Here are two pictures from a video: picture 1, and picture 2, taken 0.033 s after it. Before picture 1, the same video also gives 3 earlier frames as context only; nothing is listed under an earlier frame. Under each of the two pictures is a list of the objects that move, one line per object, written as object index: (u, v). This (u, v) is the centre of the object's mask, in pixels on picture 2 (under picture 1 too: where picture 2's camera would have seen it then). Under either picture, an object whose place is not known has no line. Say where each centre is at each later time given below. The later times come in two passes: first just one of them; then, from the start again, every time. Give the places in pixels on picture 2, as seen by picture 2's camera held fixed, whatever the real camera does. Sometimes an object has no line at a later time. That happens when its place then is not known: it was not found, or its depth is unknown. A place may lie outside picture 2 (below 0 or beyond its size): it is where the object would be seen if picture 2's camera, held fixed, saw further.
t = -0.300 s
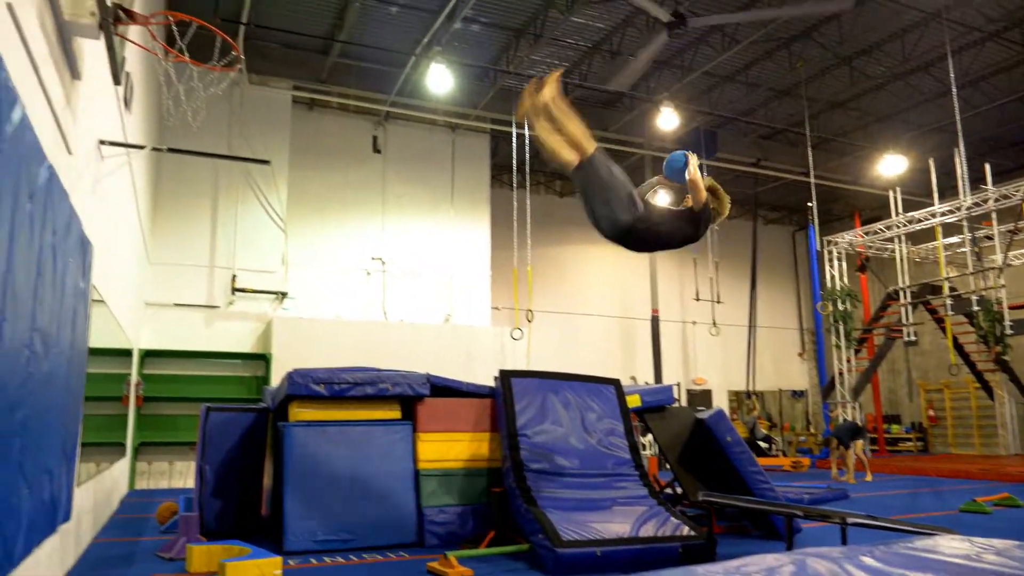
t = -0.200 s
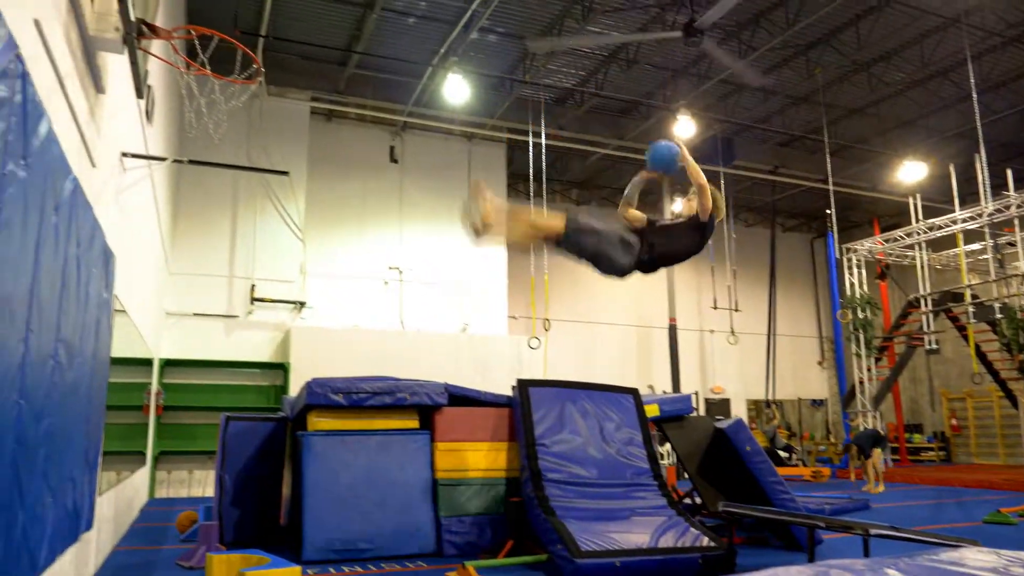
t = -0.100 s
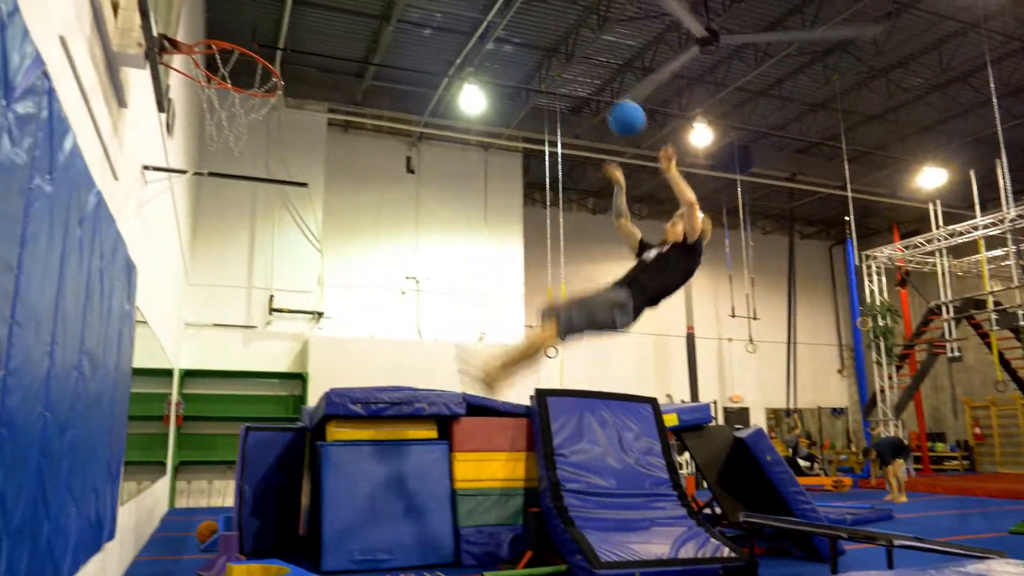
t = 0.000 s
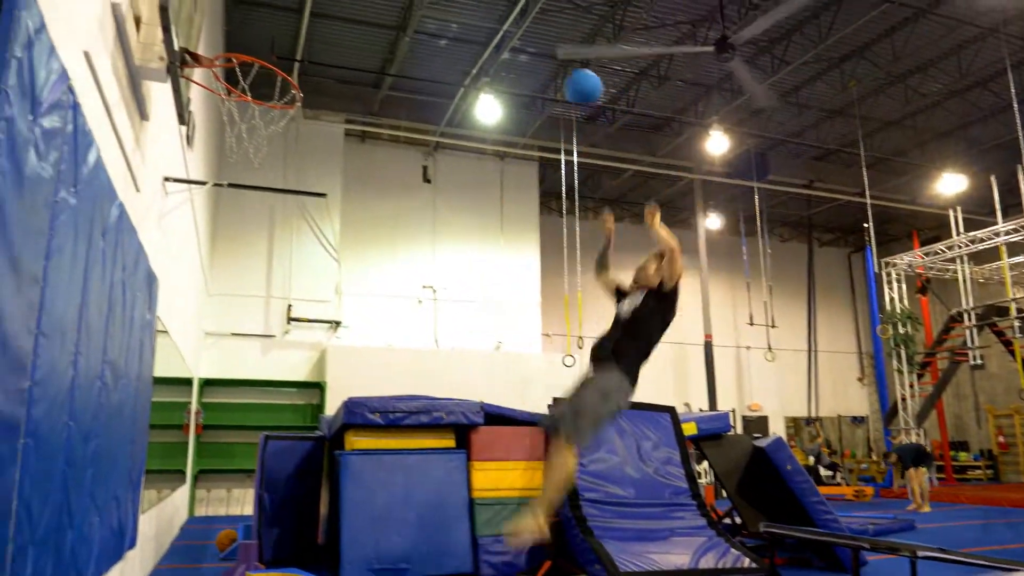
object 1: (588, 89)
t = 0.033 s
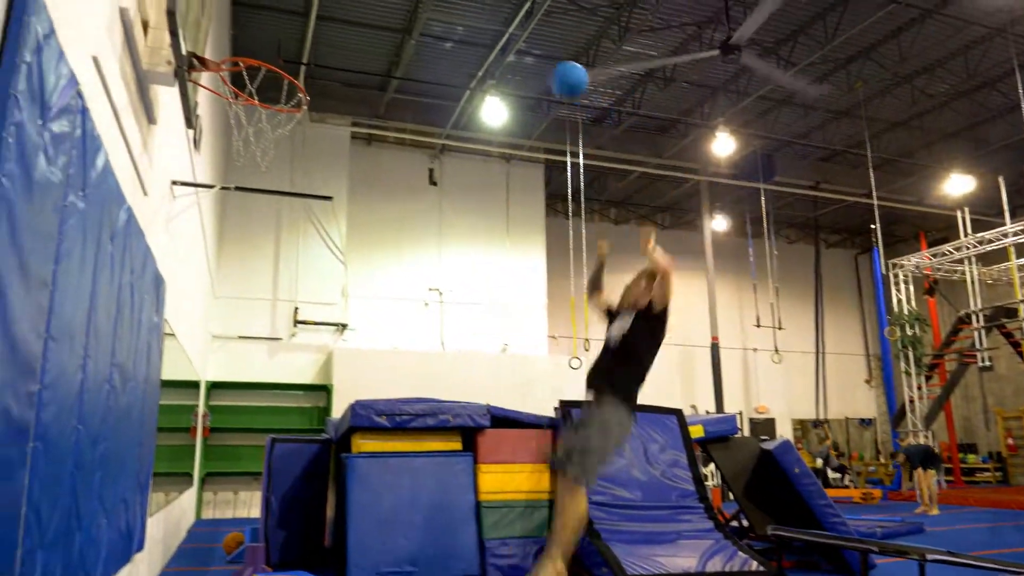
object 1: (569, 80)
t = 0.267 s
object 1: (419, 52)
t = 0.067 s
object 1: (550, 71)
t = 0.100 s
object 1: (530, 64)
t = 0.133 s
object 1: (509, 59)
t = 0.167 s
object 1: (487, 55)
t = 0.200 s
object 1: (466, 52)
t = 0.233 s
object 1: (443, 50)
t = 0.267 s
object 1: (419, 52)
